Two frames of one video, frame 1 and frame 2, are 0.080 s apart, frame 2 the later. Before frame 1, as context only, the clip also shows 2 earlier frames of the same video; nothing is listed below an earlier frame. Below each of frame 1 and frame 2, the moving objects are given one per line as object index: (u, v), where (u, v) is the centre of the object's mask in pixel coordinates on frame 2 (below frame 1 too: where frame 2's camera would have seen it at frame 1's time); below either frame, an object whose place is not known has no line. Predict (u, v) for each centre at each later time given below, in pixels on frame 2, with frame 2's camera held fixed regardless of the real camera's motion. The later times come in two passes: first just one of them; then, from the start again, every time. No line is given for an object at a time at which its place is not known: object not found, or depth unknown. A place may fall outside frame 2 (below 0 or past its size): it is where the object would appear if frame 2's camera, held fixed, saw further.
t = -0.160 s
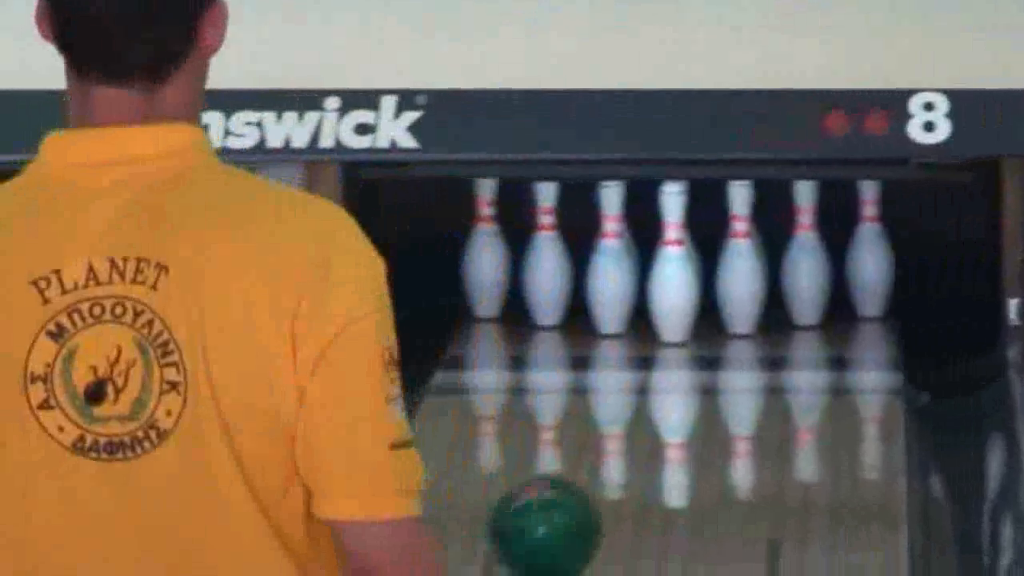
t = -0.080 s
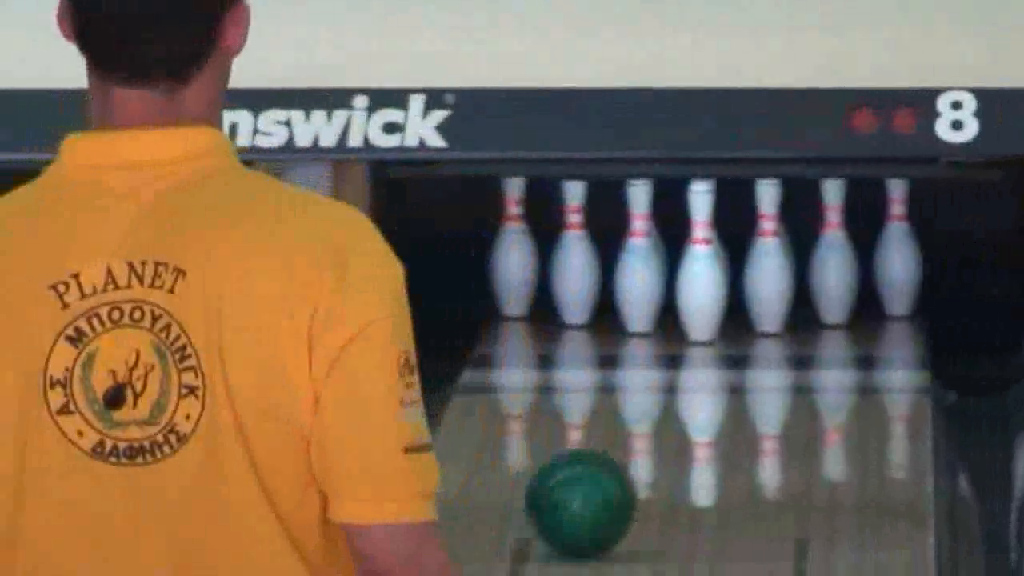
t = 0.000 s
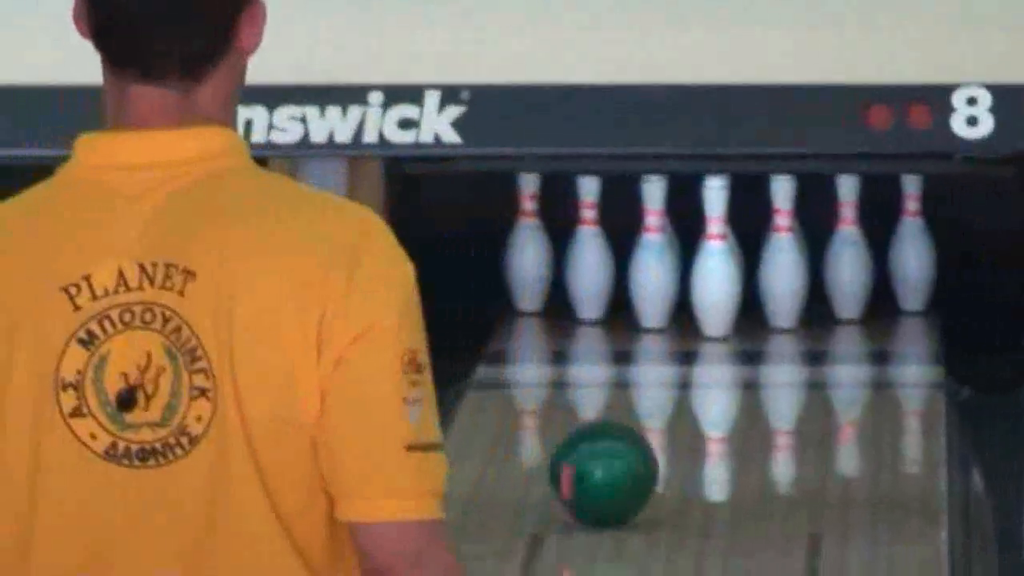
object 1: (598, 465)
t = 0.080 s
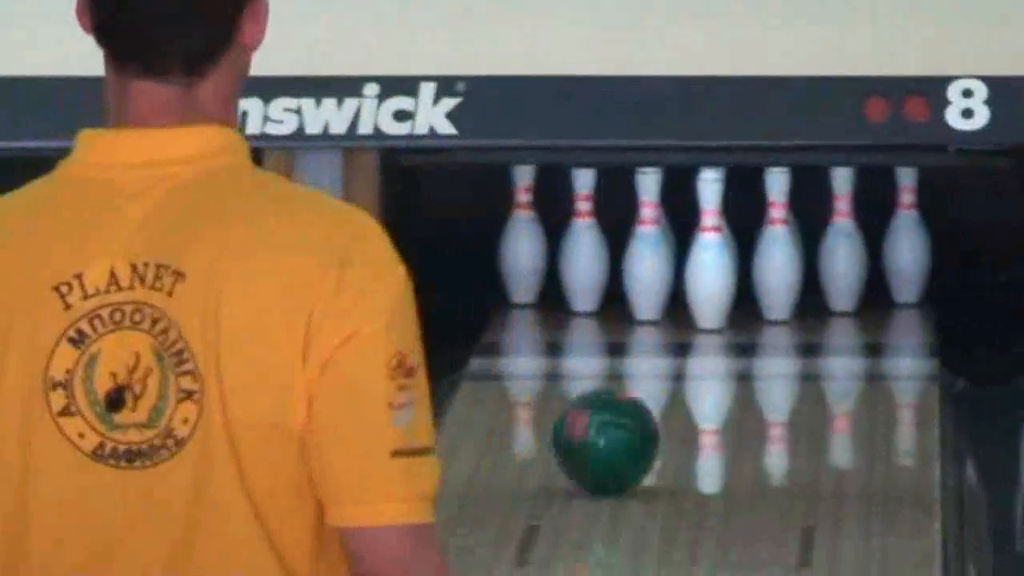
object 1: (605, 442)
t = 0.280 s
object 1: (631, 387)
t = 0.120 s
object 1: (610, 428)
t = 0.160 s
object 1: (615, 418)
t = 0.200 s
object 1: (620, 407)
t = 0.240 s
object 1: (626, 397)
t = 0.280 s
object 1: (631, 387)
